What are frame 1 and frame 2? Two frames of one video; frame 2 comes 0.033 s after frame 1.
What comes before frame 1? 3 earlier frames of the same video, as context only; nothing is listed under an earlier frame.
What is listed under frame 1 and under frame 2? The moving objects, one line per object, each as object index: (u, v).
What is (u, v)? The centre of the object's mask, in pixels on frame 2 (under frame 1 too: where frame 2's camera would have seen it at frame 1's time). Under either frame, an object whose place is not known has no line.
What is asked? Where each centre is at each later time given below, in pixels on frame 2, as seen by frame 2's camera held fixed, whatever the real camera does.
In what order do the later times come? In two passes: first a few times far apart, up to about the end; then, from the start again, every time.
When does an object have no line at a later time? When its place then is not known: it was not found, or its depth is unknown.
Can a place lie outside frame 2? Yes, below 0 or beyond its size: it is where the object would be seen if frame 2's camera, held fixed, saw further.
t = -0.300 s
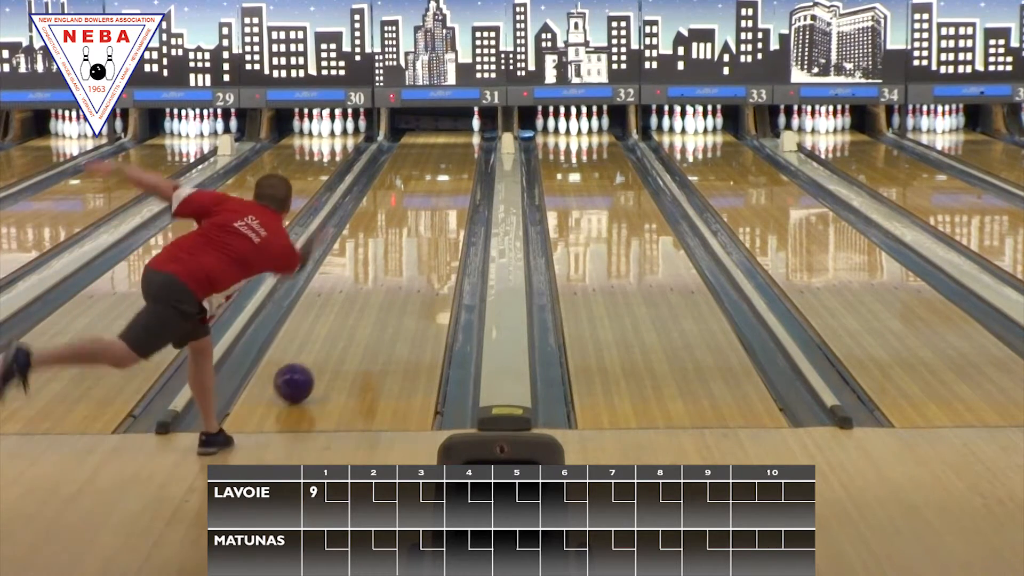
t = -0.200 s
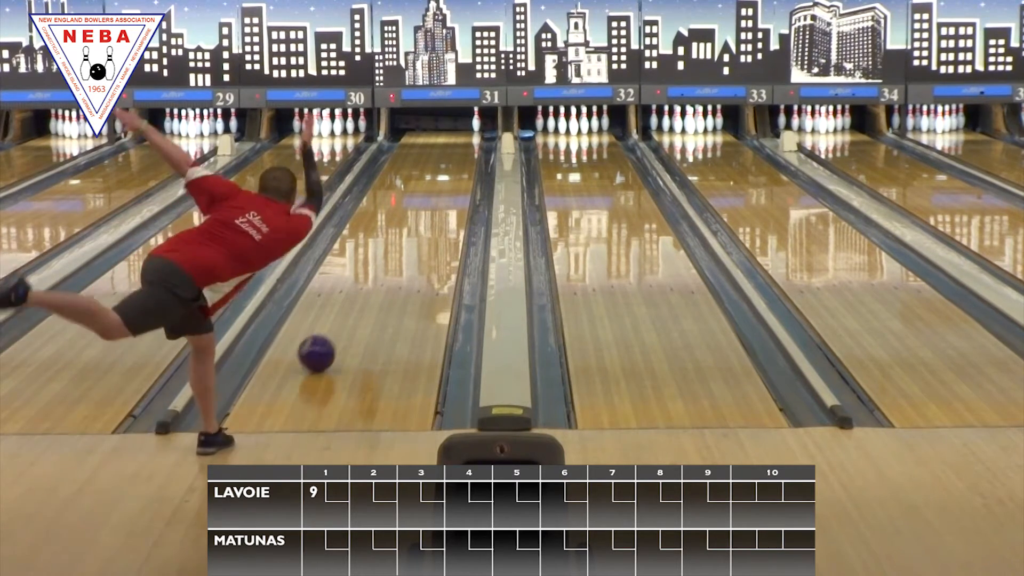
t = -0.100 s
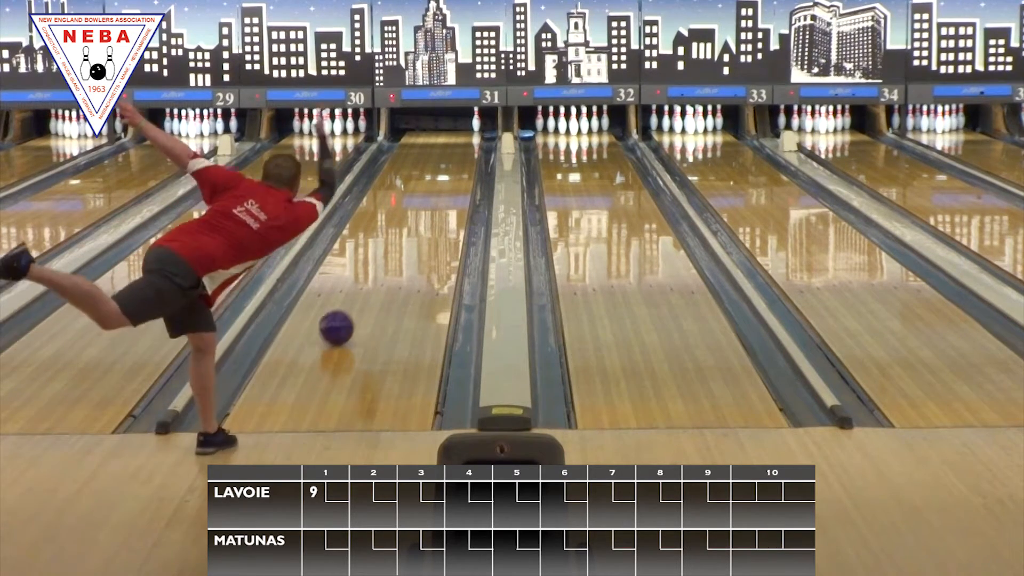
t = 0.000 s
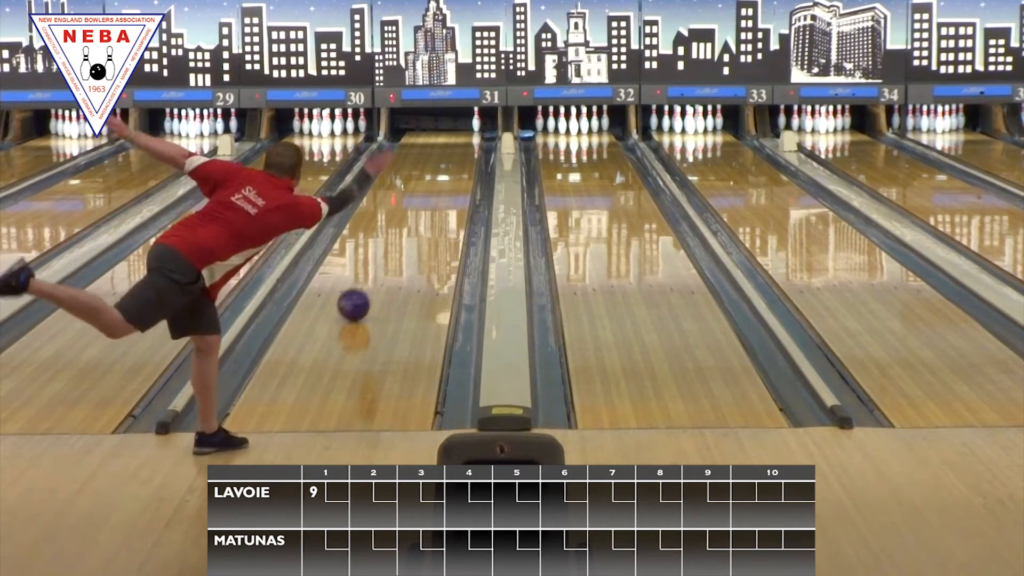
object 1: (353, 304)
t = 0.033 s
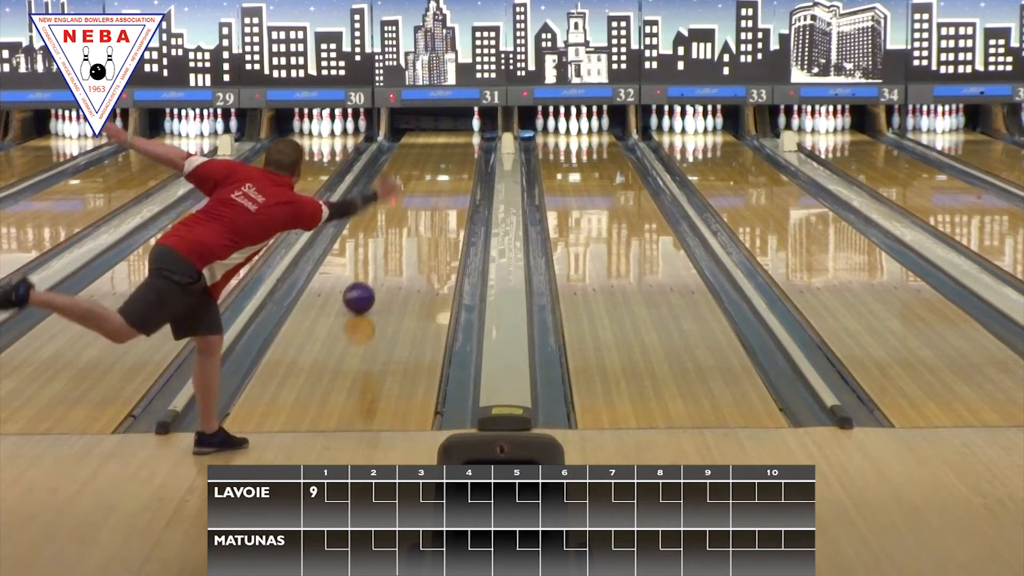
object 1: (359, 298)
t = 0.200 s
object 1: (383, 264)
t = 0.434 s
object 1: (408, 234)
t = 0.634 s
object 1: (426, 211)
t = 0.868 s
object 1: (443, 188)
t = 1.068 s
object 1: (455, 172)
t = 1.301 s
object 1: (466, 157)
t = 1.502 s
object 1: (473, 145)
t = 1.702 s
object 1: (479, 135)
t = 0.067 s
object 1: (364, 291)
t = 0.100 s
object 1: (369, 285)
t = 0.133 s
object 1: (373, 279)
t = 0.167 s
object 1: (375, 280)
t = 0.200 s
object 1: (383, 264)
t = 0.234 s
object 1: (386, 262)
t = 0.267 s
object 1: (390, 257)
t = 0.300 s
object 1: (394, 252)
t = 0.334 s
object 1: (398, 248)
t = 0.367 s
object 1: (402, 243)
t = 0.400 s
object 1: (405, 238)
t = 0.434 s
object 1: (408, 234)
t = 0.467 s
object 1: (411, 230)
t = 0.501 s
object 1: (414, 226)
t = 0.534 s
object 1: (418, 222)
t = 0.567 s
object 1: (421, 218)
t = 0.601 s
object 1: (423, 214)
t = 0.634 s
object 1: (426, 211)
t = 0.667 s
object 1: (429, 207)
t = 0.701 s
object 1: (431, 204)
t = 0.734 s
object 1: (434, 200)
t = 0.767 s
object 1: (436, 197)
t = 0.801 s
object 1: (438, 194)
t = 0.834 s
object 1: (441, 191)
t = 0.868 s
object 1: (443, 188)
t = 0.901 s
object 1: (445, 185)
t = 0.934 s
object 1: (447, 183)
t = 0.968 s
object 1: (449, 180)
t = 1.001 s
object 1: (451, 177)
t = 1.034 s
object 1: (453, 175)
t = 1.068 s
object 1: (455, 172)
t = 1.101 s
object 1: (457, 170)
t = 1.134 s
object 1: (458, 168)
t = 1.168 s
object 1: (460, 165)
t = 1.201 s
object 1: (461, 163)
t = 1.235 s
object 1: (463, 161)
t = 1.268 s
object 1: (464, 159)
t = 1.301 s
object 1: (466, 157)
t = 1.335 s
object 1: (467, 154)
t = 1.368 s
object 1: (469, 153)
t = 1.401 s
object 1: (470, 151)
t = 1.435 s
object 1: (471, 149)
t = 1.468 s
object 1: (472, 146)
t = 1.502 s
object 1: (473, 145)
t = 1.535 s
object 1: (475, 143)
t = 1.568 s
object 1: (476, 141)
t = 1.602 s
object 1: (477, 140)
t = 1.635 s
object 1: (478, 138)
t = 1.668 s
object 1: (478, 137)
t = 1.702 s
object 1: (479, 135)
